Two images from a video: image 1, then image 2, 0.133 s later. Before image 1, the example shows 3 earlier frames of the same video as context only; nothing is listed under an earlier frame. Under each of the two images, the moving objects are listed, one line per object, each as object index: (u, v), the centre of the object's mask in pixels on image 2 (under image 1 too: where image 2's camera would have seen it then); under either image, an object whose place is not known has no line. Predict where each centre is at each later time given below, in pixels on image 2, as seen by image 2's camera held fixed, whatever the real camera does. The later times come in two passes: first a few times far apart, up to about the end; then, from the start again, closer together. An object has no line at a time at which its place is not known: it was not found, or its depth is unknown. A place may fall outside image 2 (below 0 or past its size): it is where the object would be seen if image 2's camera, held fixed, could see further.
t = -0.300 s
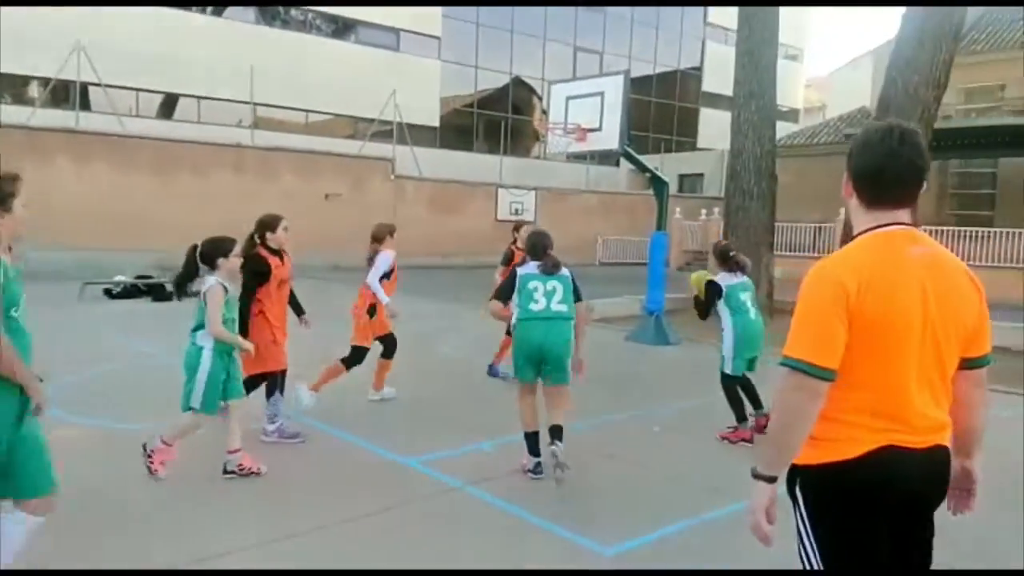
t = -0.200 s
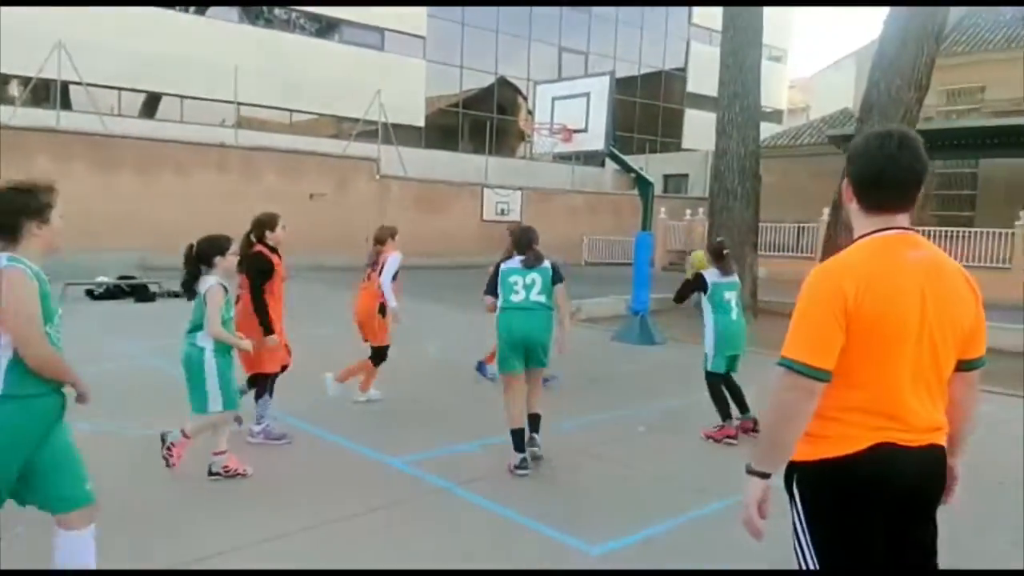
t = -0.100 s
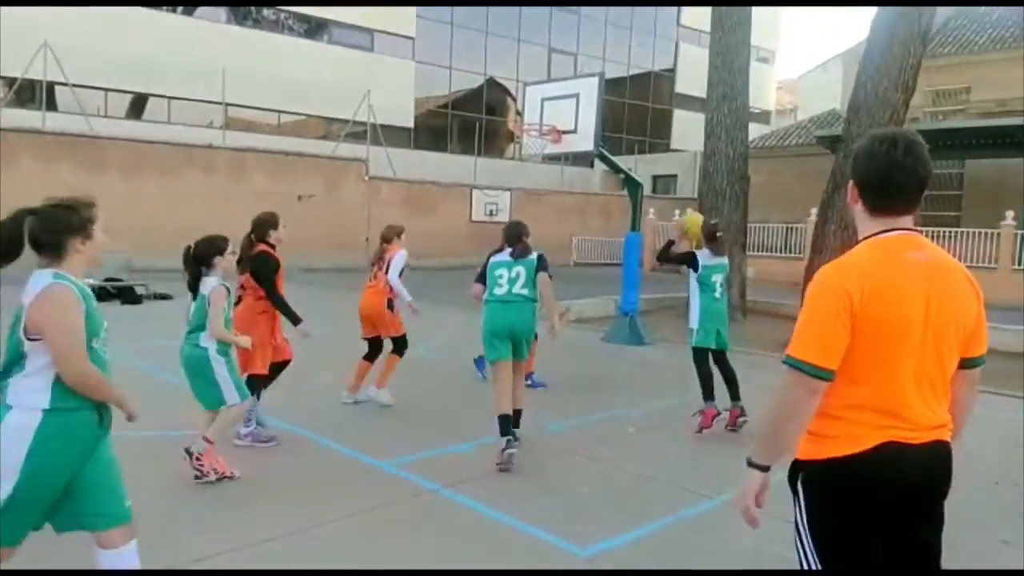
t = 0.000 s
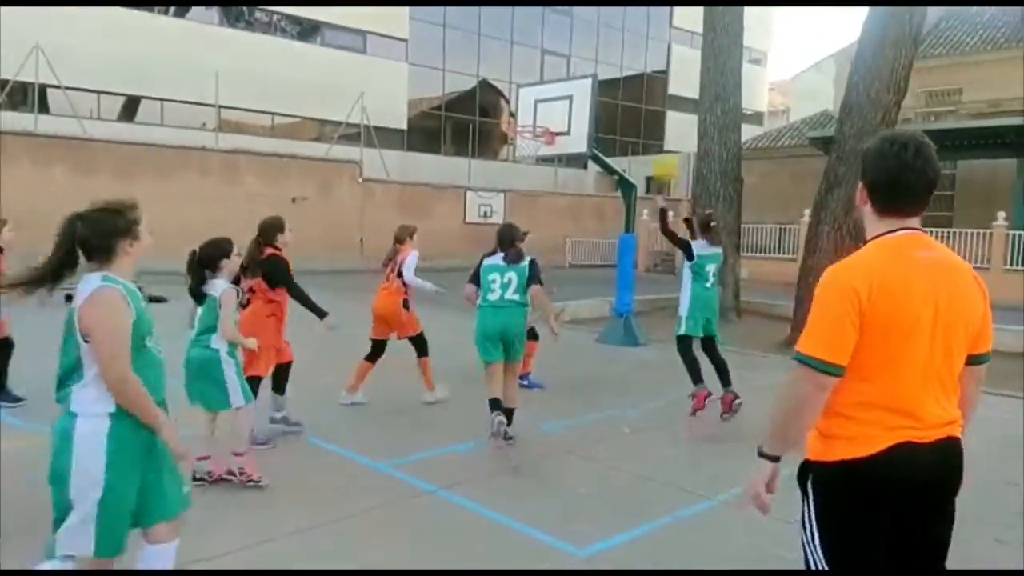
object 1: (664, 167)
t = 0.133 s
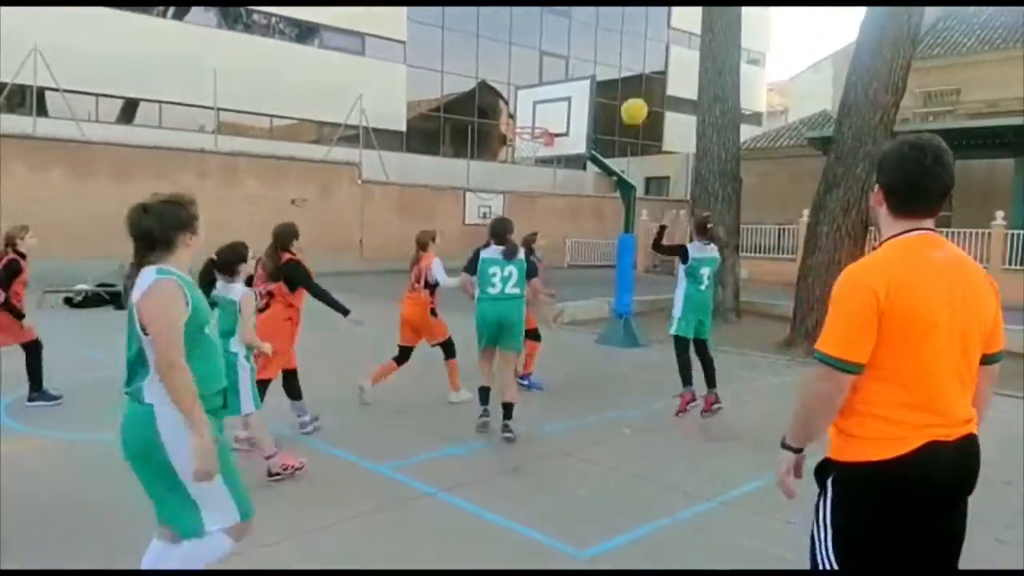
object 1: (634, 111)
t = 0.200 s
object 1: (620, 92)
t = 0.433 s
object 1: (577, 72)
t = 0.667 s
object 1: (539, 104)
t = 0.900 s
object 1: (526, 142)
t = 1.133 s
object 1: (525, 156)
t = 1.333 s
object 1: (519, 205)
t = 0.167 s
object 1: (627, 101)
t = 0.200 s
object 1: (620, 92)
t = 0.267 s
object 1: (607, 81)
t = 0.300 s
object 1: (601, 78)
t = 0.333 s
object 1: (595, 74)
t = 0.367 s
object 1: (590, 72)
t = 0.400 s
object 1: (583, 71)
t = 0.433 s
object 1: (577, 72)
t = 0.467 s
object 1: (574, 74)
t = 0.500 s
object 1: (567, 76)
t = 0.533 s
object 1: (561, 80)
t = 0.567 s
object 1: (554, 85)
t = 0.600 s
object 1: (548, 91)
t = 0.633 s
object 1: (544, 96)
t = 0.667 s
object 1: (539, 104)
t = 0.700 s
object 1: (534, 113)
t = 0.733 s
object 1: (528, 120)
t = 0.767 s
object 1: (525, 132)
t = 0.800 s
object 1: (525, 136)
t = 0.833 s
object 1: (525, 138)
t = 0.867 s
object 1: (526, 143)
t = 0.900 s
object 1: (526, 142)
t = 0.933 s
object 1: (527, 140)
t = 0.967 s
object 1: (527, 140)
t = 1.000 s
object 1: (526, 142)
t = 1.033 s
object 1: (526, 145)
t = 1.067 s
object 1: (525, 147)
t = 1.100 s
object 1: (525, 151)
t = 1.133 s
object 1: (525, 156)
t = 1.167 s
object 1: (523, 164)
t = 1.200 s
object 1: (522, 169)
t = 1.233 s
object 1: (522, 177)
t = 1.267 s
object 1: (521, 183)
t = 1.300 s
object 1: (520, 196)
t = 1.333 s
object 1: (519, 205)
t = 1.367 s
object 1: (519, 215)
